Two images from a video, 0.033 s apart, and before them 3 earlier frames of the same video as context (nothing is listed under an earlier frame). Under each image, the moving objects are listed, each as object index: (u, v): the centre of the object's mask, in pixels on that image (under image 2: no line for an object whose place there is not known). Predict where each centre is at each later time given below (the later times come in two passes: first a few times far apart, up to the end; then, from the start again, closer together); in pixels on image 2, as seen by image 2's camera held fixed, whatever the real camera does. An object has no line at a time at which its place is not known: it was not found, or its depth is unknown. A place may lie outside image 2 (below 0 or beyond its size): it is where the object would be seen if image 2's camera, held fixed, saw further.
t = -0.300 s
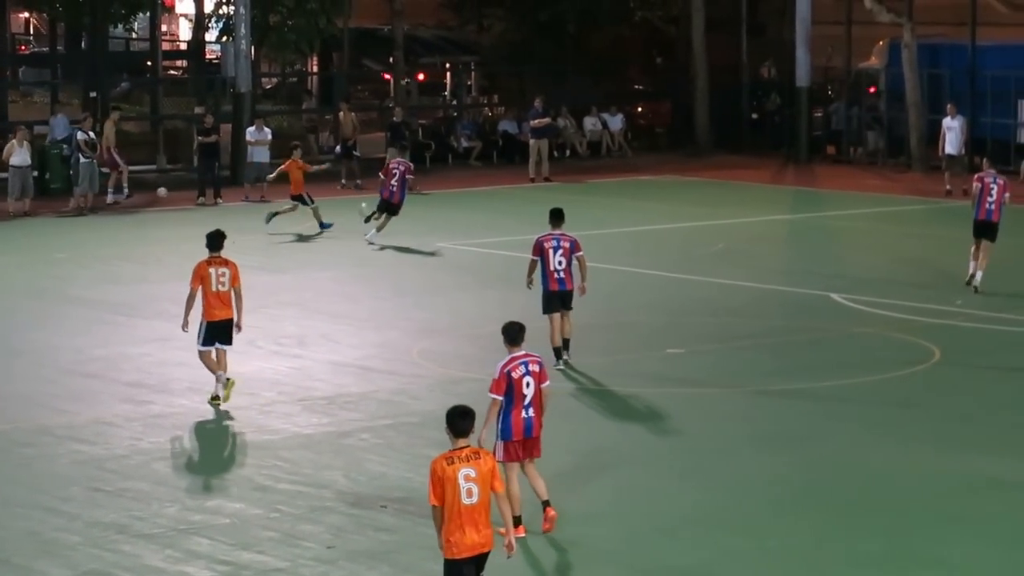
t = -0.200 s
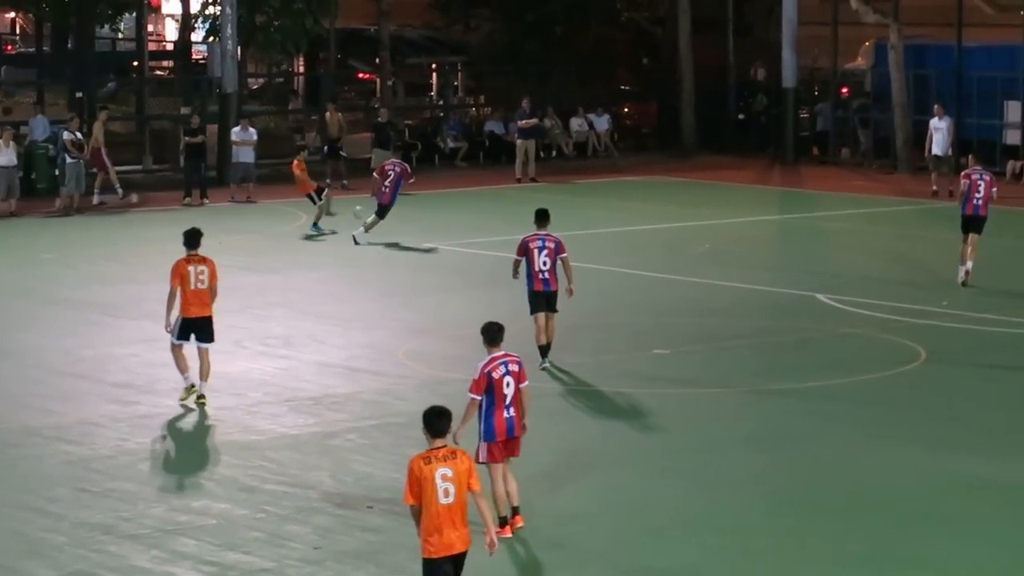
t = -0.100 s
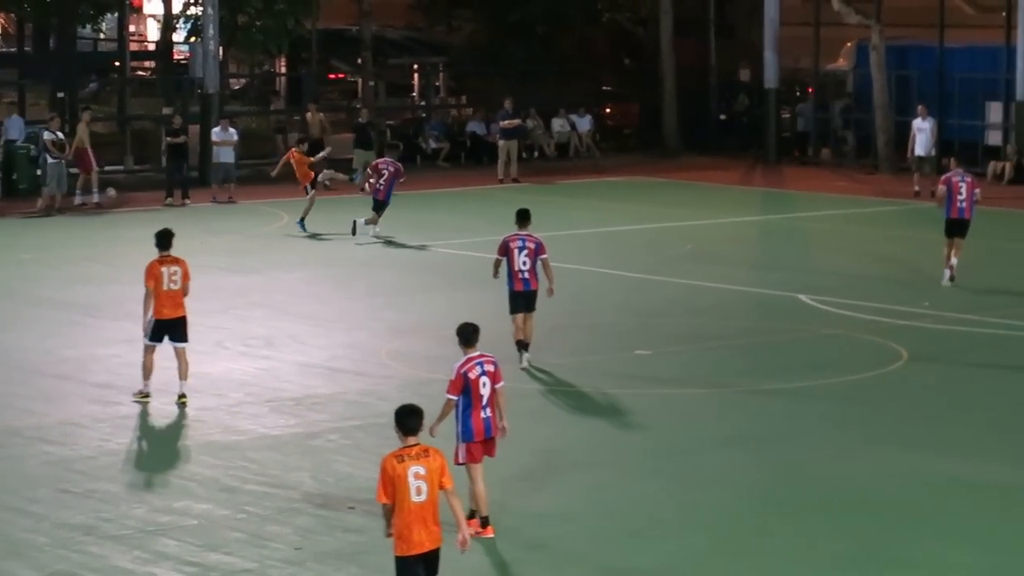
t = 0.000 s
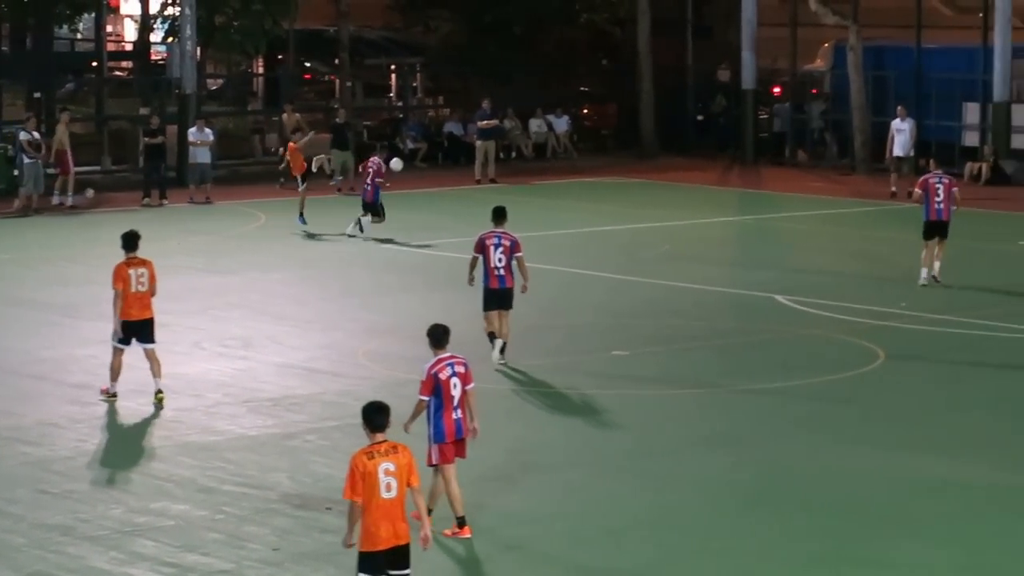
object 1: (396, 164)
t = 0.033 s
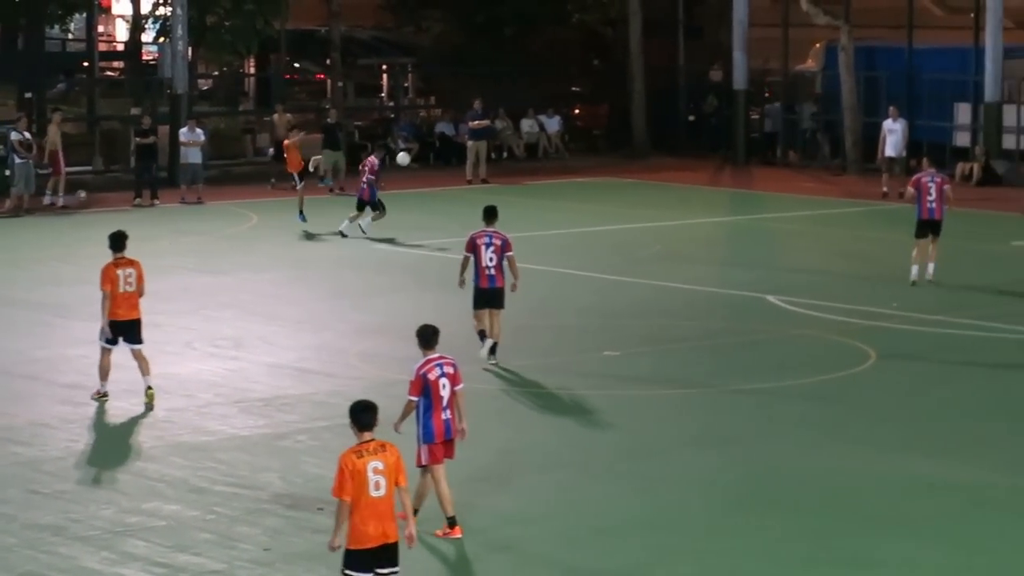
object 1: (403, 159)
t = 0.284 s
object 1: (521, 139)
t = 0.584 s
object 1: (672, 168)
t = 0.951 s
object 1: (871, 278)
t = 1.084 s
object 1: (923, 245)
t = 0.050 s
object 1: (411, 156)
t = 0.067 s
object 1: (418, 154)
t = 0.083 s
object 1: (426, 151)
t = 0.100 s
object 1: (433, 150)
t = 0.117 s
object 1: (441, 148)
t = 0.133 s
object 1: (449, 146)
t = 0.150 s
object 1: (458, 144)
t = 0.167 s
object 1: (465, 143)
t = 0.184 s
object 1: (473, 142)
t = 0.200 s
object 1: (481, 141)
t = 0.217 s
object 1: (490, 140)
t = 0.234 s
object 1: (497, 139)
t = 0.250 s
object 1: (505, 139)
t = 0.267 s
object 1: (513, 139)
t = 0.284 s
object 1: (521, 139)
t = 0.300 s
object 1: (529, 139)
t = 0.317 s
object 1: (537, 140)
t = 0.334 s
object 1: (545, 140)
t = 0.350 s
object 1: (553, 141)
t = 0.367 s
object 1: (562, 142)
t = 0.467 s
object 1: (612, 150)
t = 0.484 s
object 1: (621, 152)
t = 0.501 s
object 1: (630, 154)
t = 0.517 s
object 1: (638, 157)
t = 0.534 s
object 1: (647, 159)
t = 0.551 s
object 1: (655, 162)
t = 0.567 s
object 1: (664, 165)
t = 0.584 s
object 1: (672, 168)
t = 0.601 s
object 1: (681, 172)
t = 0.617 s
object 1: (690, 176)
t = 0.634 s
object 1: (699, 180)
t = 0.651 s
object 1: (707, 183)
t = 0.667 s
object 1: (717, 188)
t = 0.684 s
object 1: (726, 193)
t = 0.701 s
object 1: (735, 197)
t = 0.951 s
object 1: (871, 278)
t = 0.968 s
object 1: (878, 273)
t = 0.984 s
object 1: (884, 268)
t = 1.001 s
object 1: (891, 264)
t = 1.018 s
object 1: (897, 260)
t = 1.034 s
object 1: (903, 256)
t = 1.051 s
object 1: (910, 252)
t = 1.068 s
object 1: (916, 248)
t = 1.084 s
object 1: (923, 245)
